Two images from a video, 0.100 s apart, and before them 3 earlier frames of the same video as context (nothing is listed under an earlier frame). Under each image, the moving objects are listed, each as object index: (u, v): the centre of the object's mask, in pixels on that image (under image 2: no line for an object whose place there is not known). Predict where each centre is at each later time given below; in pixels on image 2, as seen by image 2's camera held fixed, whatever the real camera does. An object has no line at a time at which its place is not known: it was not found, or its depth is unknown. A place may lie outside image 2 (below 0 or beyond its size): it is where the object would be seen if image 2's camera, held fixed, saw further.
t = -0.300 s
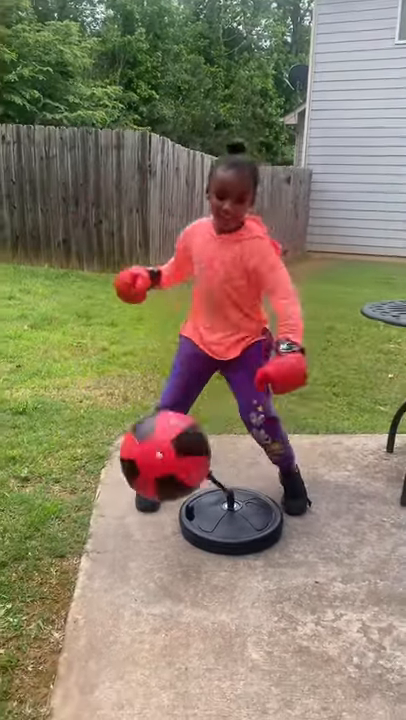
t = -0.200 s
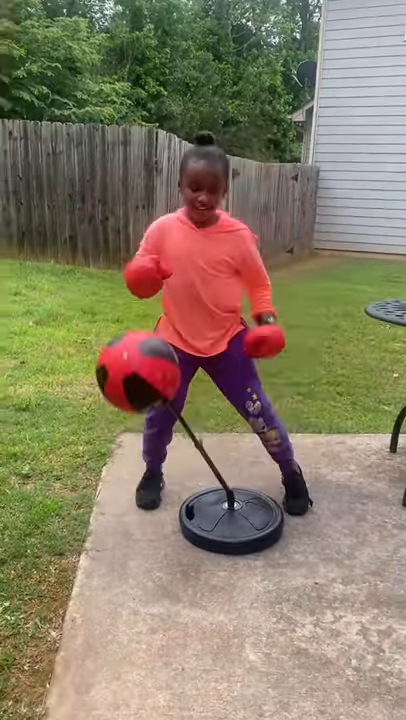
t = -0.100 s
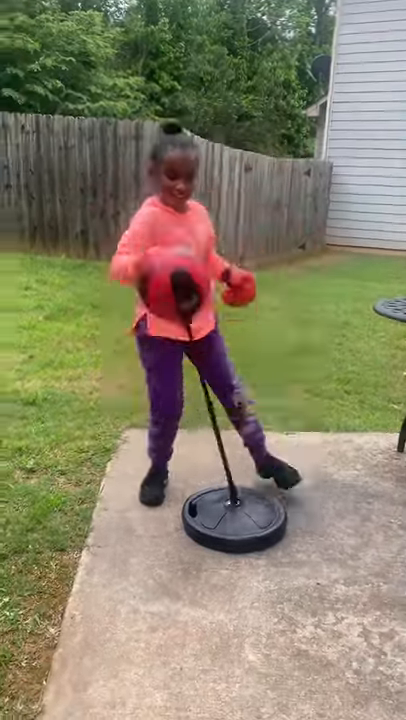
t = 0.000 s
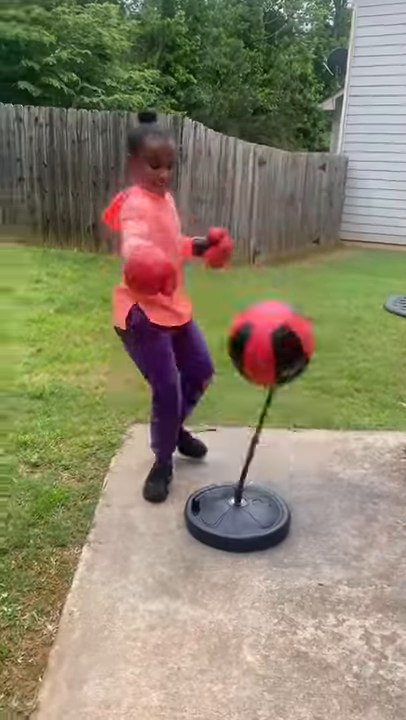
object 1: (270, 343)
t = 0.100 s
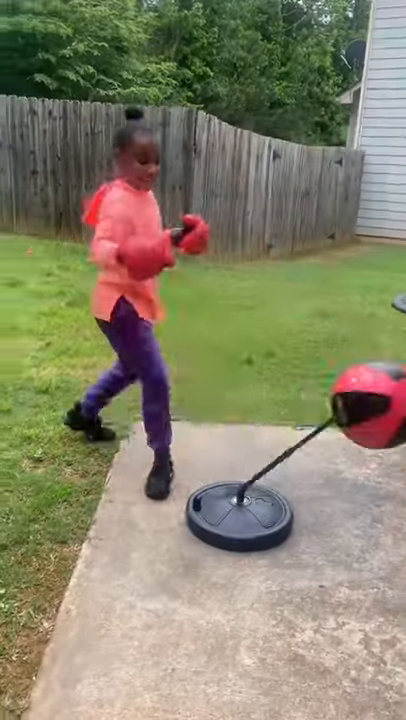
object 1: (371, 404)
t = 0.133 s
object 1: (381, 401)
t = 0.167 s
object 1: (387, 393)
